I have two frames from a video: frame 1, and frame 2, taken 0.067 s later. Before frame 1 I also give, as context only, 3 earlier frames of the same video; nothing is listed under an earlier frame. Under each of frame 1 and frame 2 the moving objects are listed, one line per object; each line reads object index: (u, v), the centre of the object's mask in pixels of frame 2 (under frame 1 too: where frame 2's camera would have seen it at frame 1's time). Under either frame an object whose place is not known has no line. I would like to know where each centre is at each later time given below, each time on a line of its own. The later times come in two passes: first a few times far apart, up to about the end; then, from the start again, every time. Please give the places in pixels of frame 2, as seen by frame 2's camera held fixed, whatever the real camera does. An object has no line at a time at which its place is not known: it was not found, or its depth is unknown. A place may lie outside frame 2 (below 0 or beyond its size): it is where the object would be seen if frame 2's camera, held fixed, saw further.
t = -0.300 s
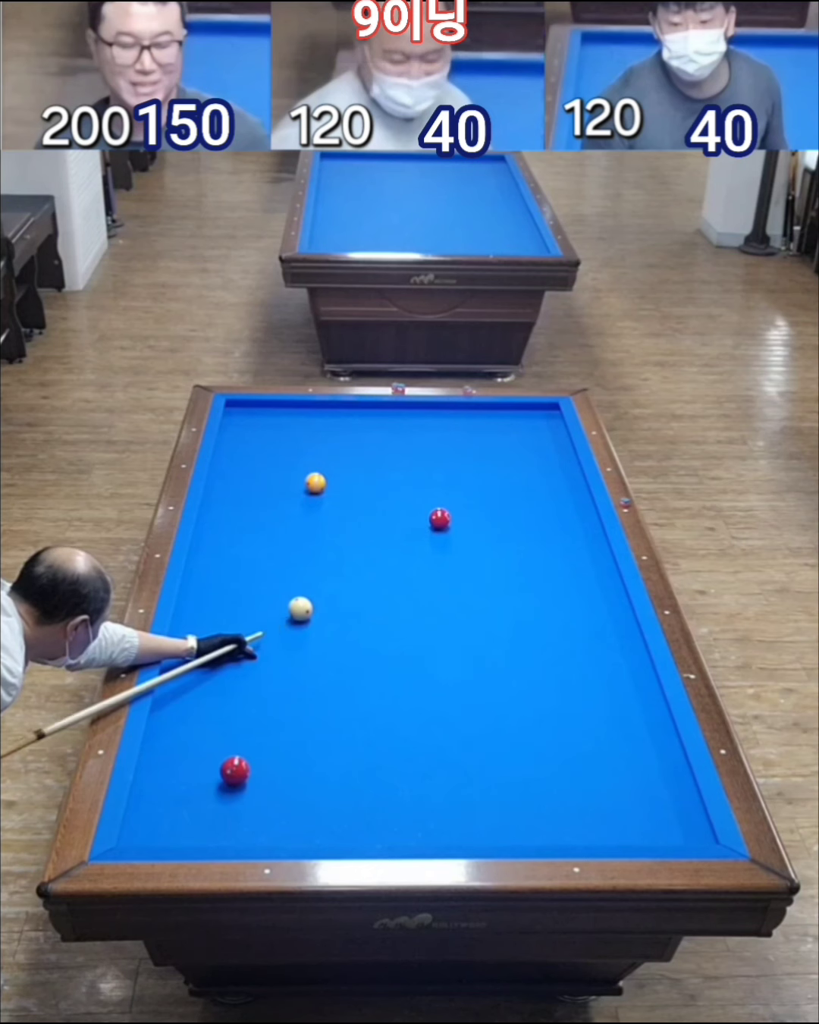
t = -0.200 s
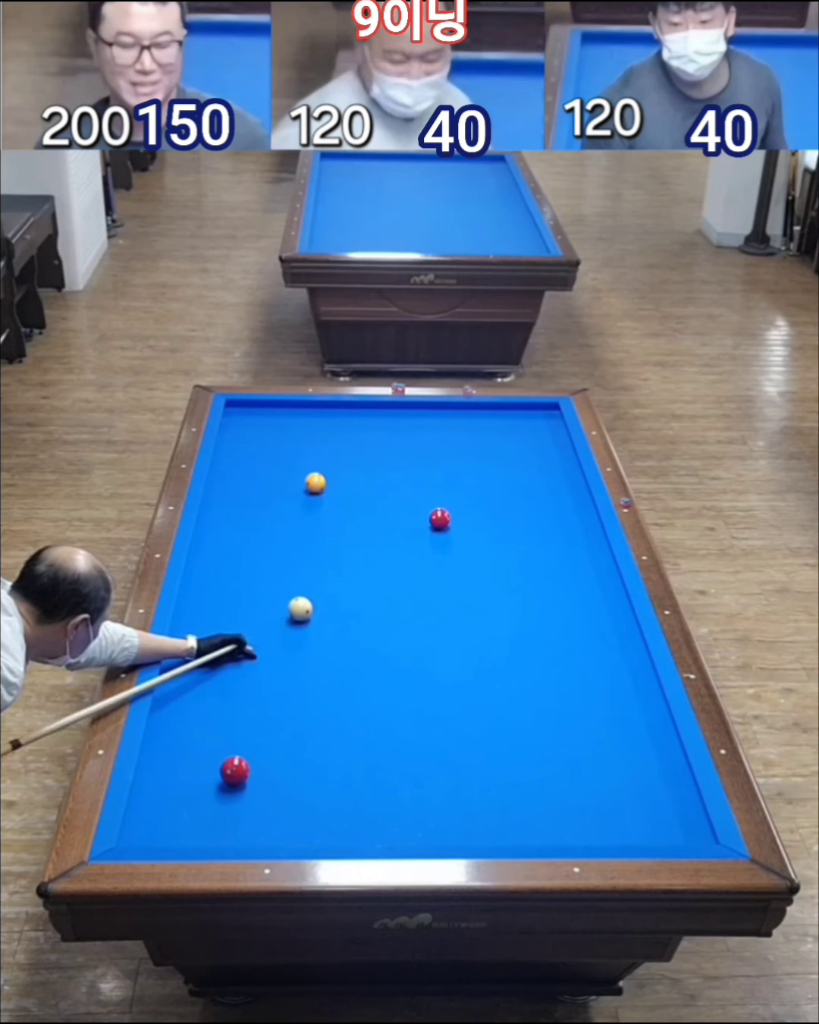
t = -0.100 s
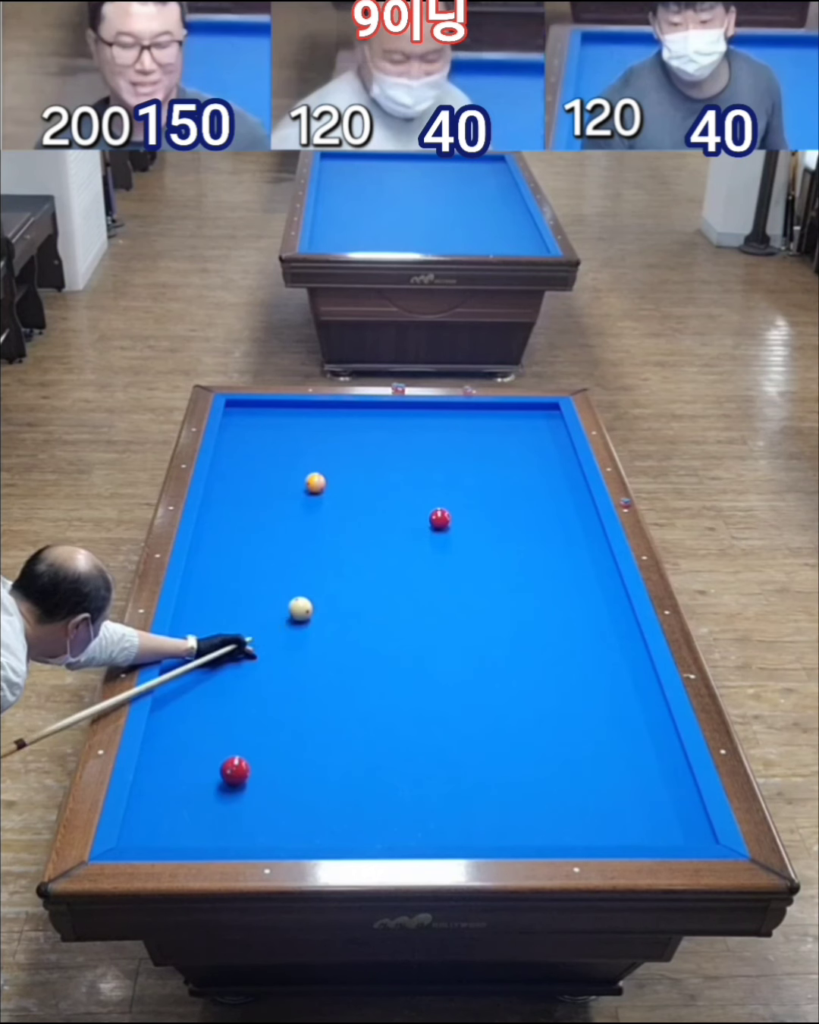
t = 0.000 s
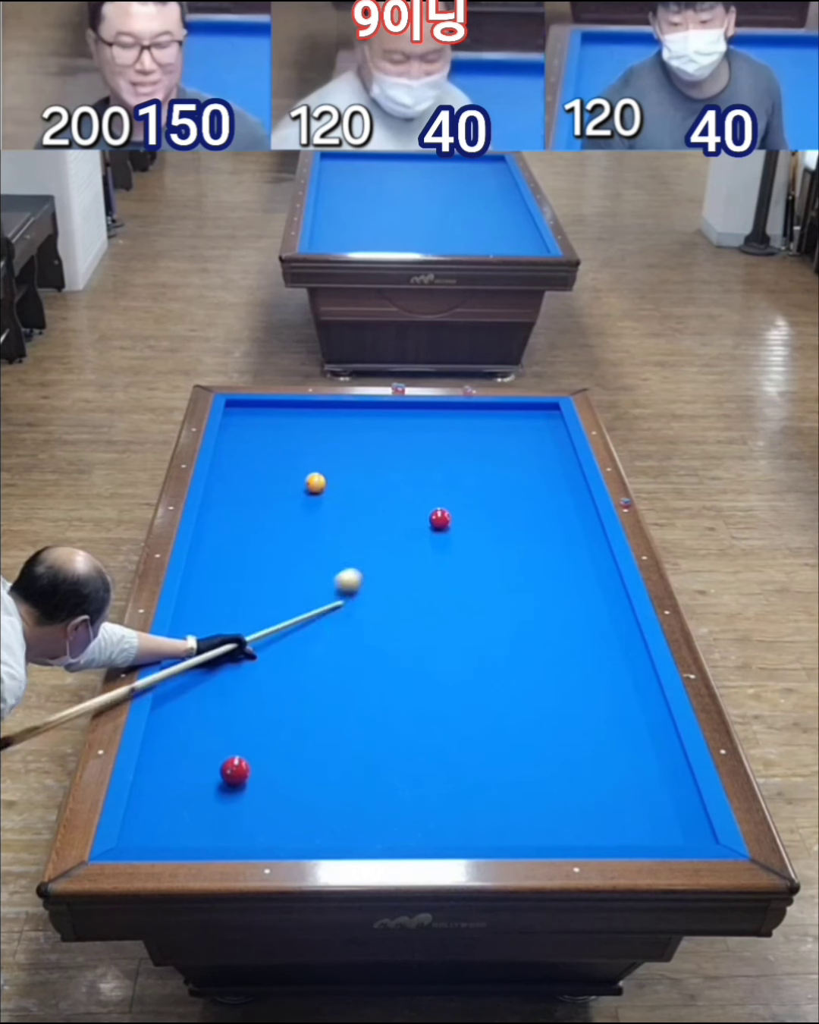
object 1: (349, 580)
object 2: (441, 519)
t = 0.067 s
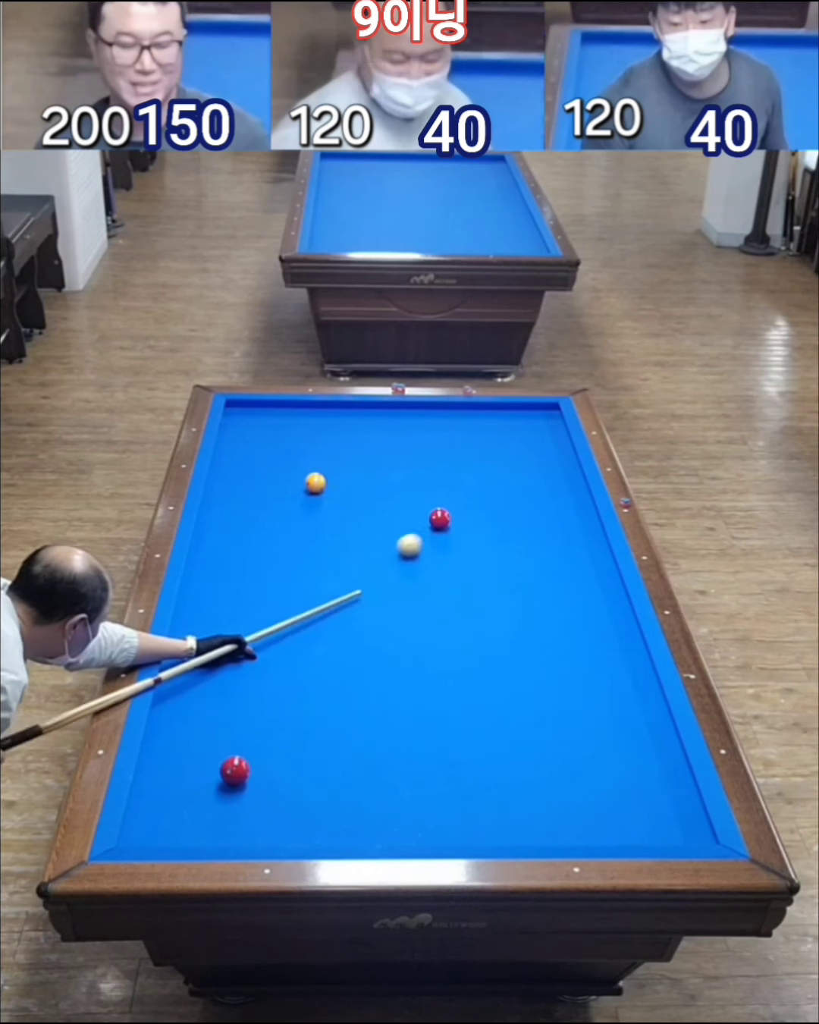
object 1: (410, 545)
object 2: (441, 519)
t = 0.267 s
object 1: (571, 531)
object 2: (432, 456)
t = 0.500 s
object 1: (507, 557)
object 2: (426, 417)
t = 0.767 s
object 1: (402, 595)
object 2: (425, 466)
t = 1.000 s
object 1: (304, 630)
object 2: (423, 507)
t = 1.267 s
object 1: (180, 675)
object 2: (421, 561)
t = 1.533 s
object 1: (237, 705)
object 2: (419, 624)
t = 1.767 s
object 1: (282, 733)
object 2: (417, 688)
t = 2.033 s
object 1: (337, 767)
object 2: (415, 773)
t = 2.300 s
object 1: (391, 798)
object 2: (413, 818)
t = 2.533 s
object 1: (367, 767)
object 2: (479, 825)
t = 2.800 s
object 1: (351, 741)
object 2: (542, 829)
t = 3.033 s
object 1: (339, 720)
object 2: (597, 832)
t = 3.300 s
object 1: (325, 697)
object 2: (657, 834)
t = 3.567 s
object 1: (313, 676)
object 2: (692, 832)
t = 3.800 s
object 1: (303, 660)
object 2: (666, 830)
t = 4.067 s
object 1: (293, 642)
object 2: (637, 827)
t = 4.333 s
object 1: (284, 625)
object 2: (610, 824)
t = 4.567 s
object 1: (276, 612)
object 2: (587, 821)
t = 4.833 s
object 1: (268, 597)
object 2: (563, 817)
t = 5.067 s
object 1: (261, 585)
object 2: (543, 814)
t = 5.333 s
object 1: (254, 573)
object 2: (521, 812)
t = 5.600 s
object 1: (247, 561)
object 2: (501, 809)
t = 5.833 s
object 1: (243, 552)
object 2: (485, 806)
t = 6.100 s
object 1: (237, 542)
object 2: (468, 803)
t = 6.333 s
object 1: (232, 533)
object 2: (454, 801)
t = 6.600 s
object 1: (227, 524)
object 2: (440, 799)
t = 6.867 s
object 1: (223, 516)
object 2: (426, 797)
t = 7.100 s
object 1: (219, 509)
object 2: (417, 796)
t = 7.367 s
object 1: (216, 502)
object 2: (406, 795)
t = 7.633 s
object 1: (214, 495)
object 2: (397, 792)
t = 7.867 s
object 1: (218, 491)
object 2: (391, 791)
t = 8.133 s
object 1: (222, 486)
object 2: (385, 789)
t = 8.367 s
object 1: (226, 482)
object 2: (381, 788)
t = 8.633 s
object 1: (229, 478)
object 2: (377, 787)
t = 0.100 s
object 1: (437, 530)
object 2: (440, 515)
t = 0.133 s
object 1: (465, 529)
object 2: (438, 507)
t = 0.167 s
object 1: (492, 529)
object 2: (436, 493)
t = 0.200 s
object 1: (519, 530)
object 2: (435, 480)
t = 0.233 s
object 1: (545, 530)
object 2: (434, 468)
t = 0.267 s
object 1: (571, 531)
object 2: (432, 456)
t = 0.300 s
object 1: (595, 531)
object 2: (431, 446)
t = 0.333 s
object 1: (582, 535)
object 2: (430, 435)
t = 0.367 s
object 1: (566, 539)
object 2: (429, 426)
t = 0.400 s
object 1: (551, 544)
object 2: (428, 416)
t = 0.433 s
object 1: (535, 548)
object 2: (427, 408)
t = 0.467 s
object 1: (521, 552)
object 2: (426, 410)
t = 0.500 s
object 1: (507, 557)
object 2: (426, 417)
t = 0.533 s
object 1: (493, 561)
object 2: (426, 423)
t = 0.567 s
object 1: (480, 566)
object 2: (426, 430)
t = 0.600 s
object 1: (467, 570)
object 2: (426, 436)
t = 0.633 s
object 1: (455, 575)
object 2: (426, 442)
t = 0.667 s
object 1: (442, 580)
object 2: (426, 448)
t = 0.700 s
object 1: (429, 585)
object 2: (425, 454)
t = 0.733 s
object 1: (415, 590)
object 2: (425, 460)
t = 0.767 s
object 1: (402, 595)
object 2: (425, 466)
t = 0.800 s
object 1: (389, 599)
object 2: (425, 472)
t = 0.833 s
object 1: (375, 604)
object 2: (424, 477)
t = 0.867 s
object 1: (361, 609)
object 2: (424, 483)
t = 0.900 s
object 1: (347, 615)
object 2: (424, 489)
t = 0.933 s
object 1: (333, 620)
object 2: (424, 495)
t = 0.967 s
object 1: (318, 625)
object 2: (423, 501)
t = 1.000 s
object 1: (304, 630)
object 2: (423, 507)
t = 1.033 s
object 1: (289, 636)
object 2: (423, 513)
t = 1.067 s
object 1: (274, 641)
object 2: (423, 520)
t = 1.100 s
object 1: (258, 647)
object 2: (422, 526)
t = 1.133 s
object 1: (243, 652)
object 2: (422, 533)
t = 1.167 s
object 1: (228, 658)
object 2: (422, 540)
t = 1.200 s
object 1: (212, 664)
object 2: (422, 547)
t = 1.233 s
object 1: (196, 669)
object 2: (421, 554)
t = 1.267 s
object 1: (180, 675)
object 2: (421, 561)
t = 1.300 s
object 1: (174, 681)
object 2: (421, 568)
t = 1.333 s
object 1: (186, 684)
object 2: (421, 576)
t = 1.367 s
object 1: (196, 687)
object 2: (420, 583)
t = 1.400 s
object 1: (206, 691)
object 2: (420, 591)
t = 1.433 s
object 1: (215, 694)
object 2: (420, 599)
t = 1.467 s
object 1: (223, 698)
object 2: (420, 607)
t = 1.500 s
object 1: (230, 702)
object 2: (420, 615)
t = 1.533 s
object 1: (237, 705)
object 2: (419, 624)
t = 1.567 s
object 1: (243, 710)
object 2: (419, 632)
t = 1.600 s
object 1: (250, 713)
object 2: (419, 641)
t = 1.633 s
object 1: (256, 717)
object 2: (419, 650)
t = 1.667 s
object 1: (263, 721)
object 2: (418, 659)
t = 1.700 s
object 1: (269, 725)
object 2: (418, 668)
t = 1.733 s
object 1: (276, 729)
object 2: (418, 678)
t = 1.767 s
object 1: (282, 733)
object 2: (417, 688)
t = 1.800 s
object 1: (289, 738)
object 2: (417, 698)
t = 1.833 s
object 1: (296, 741)
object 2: (417, 708)
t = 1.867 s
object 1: (302, 746)
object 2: (416, 718)
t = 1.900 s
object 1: (309, 750)
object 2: (416, 728)
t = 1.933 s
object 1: (316, 754)
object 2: (416, 739)
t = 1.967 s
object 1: (323, 758)
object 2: (416, 751)
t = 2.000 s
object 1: (330, 763)
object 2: (415, 762)
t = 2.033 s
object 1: (337, 767)
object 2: (415, 773)
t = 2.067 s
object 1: (344, 771)
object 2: (414, 785)
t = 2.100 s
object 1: (351, 775)
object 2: (414, 797)
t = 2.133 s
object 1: (358, 779)
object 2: (414, 810)
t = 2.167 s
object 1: (365, 784)
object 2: (413, 822)
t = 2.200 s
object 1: (372, 788)
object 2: (413, 833)
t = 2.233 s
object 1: (380, 792)
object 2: (412, 832)
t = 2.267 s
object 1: (387, 797)
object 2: (411, 824)
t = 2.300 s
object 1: (391, 798)
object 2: (413, 818)
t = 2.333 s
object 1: (386, 793)
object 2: (425, 820)
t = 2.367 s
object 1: (382, 787)
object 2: (435, 821)
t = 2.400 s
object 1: (378, 782)
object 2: (446, 822)
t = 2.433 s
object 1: (374, 778)
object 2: (454, 824)
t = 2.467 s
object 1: (371, 774)
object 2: (462, 824)
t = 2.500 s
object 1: (369, 770)
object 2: (470, 825)
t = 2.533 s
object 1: (367, 767)
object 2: (479, 825)
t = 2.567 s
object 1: (365, 763)
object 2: (487, 826)
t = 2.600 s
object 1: (363, 760)
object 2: (494, 827)
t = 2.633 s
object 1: (361, 757)
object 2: (502, 827)
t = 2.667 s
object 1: (359, 753)
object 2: (510, 828)
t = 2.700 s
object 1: (357, 750)
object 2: (519, 828)
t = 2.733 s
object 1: (355, 747)
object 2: (526, 829)
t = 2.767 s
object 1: (353, 743)
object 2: (534, 829)
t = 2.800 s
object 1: (351, 741)
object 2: (542, 829)
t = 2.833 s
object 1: (349, 738)
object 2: (550, 830)
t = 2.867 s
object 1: (348, 734)
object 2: (558, 830)
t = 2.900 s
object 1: (346, 731)
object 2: (566, 831)
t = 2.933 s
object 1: (344, 728)
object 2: (574, 831)
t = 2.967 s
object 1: (342, 725)
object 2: (582, 832)
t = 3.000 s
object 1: (340, 723)
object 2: (589, 832)
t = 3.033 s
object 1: (339, 720)
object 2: (597, 832)
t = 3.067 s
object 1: (337, 717)
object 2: (605, 833)
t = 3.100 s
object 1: (335, 714)
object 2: (613, 833)
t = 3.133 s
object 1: (334, 711)
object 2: (620, 833)
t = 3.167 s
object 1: (332, 708)
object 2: (628, 834)
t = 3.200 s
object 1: (330, 705)
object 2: (636, 834)
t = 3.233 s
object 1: (329, 703)
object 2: (643, 834)
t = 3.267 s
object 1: (327, 700)
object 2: (650, 834)
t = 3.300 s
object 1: (325, 697)
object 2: (657, 834)
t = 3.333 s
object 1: (324, 694)
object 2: (665, 834)
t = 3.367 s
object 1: (322, 692)
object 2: (671, 834)
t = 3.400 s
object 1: (321, 689)
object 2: (678, 833)
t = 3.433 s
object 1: (319, 687)
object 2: (685, 833)
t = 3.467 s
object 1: (318, 684)
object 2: (692, 833)
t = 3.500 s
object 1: (316, 682)
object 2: (699, 833)
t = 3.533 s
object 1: (314, 679)
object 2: (697, 832)
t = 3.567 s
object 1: (313, 676)
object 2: (692, 832)
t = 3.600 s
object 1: (312, 674)
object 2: (688, 832)
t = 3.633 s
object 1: (310, 672)
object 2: (684, 832)
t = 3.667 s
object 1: (309, 669)
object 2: (681, 831)
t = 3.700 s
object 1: (308, 667)
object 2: (677, 831)
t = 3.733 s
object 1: (306, 664)
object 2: (673, 830)
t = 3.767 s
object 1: (305, 662)
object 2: (669, 830)
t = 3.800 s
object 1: (303, 660)
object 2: (666, 830)
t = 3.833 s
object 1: (302, 657)
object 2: (662, 830)
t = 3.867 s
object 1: (301, 655)
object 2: (658, 829)
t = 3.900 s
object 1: (299, 653)
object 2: (655, 829)
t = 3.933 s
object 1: (298, 651)
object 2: (651, 829)
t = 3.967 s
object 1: (297, 649)
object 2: (648, 829)
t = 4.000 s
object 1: (296, 646)
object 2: (644, 828)
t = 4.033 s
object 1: (295, 644)
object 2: (640, 828)
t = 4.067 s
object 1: (293, 642)
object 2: (637, 827)
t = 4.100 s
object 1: (292, 640)
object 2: (633, 827)
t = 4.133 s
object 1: (291, 638)
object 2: (630, 827)
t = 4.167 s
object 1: (289, 636)
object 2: (627, 827)
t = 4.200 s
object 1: (288, 634)
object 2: (623, 826)
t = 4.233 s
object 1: (287, 631)
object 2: (619, 826)
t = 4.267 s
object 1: (286, 629)
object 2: (616, 826)
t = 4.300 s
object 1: (285, 627)
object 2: (613, 825)
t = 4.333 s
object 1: (284, 625)
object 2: (610, 824)
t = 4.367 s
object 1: (282, 623)
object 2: (606, 824)
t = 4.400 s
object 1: (281, 621)
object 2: (603, 823)
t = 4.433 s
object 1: (280, 619)
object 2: (600, 823)
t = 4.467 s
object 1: (279, 617)
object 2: (597, 822)
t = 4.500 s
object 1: (278, 615)
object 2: (593, 822)
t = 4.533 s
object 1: (277, 614)
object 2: (590, 822)
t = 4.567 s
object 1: (276, 612)
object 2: (587, 821)
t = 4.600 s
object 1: (275, 610)
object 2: (584, 821)
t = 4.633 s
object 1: (274, 608)
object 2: (581, 820)
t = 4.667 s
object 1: (273, 607)
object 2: (578, 820)
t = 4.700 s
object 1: (272, 605)
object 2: (575, 819)
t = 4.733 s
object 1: (271, 603)
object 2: (572, 819)
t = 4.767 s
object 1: (270, 601)
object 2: (569, 818)
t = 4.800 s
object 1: (269, 599)
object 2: (566, 818)
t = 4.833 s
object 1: (268, 597)
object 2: (563, 817)
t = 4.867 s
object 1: (267, 596)
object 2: (560, 817)
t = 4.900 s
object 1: (266, 594)
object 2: (557, 817)
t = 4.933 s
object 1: (265, 592)
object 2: (554, 816)
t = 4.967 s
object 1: (264, 590)
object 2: (551, 816)
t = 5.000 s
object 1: (263, 589)
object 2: (548, 815)
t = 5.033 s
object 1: (262, 587)
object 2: (545, 815)
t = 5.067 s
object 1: (261, 585)
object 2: (543, 814)
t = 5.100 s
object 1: (260, 584)
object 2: (540, 814)
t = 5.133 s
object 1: (259, 582)
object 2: (537, 814)
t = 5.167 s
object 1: (258, 581)
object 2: (535, 813)
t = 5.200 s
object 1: (258, 579)
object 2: (532, 813)
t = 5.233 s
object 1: (256, 578)
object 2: (529, 813)
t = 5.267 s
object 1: (256, 576)
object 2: (527, 812)
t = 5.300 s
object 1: (255, 575)
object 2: (524, 812)
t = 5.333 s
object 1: (254, 573)
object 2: (521, 812)
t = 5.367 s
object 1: (253, 571)
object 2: (518, 811)
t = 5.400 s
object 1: (252, 570)
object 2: (516, 811)
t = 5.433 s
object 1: (252, 569)
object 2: (513, 811)
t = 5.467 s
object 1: (251, 567)
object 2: (511, 810)
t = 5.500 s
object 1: (250, 566)
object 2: (508, 810)
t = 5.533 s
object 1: (249, 564)
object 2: (506, 809)
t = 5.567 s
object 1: (248, 563)
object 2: (503, 809)
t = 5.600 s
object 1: (247, 561)
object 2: (501, 809)
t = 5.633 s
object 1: (247, 560)
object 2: (499, 809)
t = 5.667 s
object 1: (246, 559)
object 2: (496, 808)
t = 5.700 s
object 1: (245, 557)
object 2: (494, 808)
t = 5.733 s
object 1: (245, 556)
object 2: (492, 807)
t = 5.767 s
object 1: (244, 555)
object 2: (489, 806)
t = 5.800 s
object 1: (243, 553)
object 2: (487, 806)
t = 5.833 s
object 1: (243, 552)
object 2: (485, 806)
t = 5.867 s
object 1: (241, 551)
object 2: (483, 806)
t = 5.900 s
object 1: (241, 549)
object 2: (480, 805)
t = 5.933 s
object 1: (240, 548)
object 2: (478, 805)
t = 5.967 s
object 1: (239, 547)
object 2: (476, 804)
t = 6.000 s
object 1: (239, 545)
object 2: (474, 804)
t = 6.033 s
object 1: (238, 544)
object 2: (472, 804)
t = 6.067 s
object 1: (237, 543)
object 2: (470, 803)
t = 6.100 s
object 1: (237, 542)
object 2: (468, 803)
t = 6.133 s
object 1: (236, 540)
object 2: (466, 803)
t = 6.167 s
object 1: (235, 539)
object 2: (464, 803)
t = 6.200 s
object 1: (234, 538)
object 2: (462, 802)
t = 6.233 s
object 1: (234, 537)
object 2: (460, 802)
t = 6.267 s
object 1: (233, 535)
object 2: (458, 802)
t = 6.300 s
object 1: (233, 534)
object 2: (456, 801)
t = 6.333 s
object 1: (232, 533)
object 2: (454, 801)
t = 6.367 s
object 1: (231, 532)
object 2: (452, 801)
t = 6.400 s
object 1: (230, 531)
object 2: (450, 801)
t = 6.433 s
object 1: (230, 530)
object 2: (448, 800)
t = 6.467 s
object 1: (229, 529)
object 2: (447, 800)
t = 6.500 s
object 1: (229, 527)
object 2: (445, 800)
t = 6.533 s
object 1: (228, 526)
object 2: (443, 800)
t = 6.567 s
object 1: (227, 525)
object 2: (442, 799)
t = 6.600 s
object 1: (227, 524)
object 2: (440, 799)
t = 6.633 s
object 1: (226, 523)
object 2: (438, 799)
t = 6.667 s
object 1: (226, 522)
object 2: (436, 799)
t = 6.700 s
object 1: (225, 521)
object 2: (434, 799)
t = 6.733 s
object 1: (225, 520)
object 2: (433, 798)
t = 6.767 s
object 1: (224, 519)
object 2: (431, 798)
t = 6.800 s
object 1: (223, 518)
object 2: (429, 798)
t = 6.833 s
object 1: (223, 517)
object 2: (428, 798)
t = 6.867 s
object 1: (223, 516)
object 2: (426, 797)
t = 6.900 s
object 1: (222, 515)
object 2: (425, 797)
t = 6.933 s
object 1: (222, 514)
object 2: (423, 797)
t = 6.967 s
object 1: (221, 513)
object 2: (422, 797)
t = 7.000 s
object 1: (220, 512)
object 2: (421, 797)
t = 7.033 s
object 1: (220, 511)
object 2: (419, 797)
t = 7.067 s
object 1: (219, 510)
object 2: (418, 797)
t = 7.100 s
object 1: (219, 509)
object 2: (417, 796)
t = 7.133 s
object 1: (219, 508)
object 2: (415, 796)
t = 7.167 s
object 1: (218, 507)
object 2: (414, 796)
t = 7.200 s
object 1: (218, 506)
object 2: (412, 796)
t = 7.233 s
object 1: (217, 505)
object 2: (411, 796)
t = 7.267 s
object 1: (217, 504)
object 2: (410, 795)
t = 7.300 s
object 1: (217, 503)
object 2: (409, 795)
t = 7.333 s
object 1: (216, 503)
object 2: (407, 794)
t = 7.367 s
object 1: (216, 502)
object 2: (406, 795)
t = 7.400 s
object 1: (215, 501)
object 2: (405, 794)
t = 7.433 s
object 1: (214, 500)
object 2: (404, 794)
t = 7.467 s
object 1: (214, 499)
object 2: (403, 794)
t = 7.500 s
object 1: (214, 498)
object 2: (401, 793)
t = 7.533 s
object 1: (213, 498)
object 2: (401, 793)
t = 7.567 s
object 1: (213, 497)
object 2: (399, 793)
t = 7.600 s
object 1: (213, 496)
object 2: (398, 793)
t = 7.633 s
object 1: (214, 495)
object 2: (397, 792)
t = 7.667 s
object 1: (215, 495)
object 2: (396, 792)
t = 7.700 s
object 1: (215, 494)
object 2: (395, 792)
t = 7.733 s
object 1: (216, 494)
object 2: (395, 792)
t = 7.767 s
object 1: (216, 493)
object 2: (394, 791)
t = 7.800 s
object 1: (217, 492)
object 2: (393, 791)
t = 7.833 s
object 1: (217, 491)
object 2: (392, 791)
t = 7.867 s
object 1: (218, 491)
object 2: (391, 791)
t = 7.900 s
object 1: (218, 490)
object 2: (390, 791)
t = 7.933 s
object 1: (219, 489)
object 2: (389, 790)
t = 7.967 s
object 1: (219, 489)
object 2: (389, 790)
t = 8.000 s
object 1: (220, 488)
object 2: (388, 790)
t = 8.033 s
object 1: (221, 488)
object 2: (387, 790)
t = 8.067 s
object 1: (221, 487)
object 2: (386, 789)
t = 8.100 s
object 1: (222, 487)
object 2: (386, 789)
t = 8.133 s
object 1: (222, 486)
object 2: (385, 789)
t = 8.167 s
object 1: (223, 486)
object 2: (384, 789)
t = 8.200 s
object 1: (223, 485)
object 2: (384, 789)
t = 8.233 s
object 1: (224, 485)
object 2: (383, 789)
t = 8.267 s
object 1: (224, 484)
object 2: (383, 789)
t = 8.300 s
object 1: (225, 483)
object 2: (382, 788)
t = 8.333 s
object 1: (225, 483)
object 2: (382, 788)
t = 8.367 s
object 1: (226, 482)
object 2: (381, 788)
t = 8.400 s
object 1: (226, 482)
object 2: (380, 788)
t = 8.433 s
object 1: (227, 481)
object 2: (380, 788)
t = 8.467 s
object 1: (227, 481)
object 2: (379, 788)
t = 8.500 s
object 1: (228, 480)
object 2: (379, 788)
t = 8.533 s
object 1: (228, 480)
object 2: (379, 788)
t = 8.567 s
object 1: (228, 479)
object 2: (378, 788)
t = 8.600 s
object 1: (229, 479)
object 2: (378, 787)
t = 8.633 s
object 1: (229, 478)
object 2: (377, 787)
